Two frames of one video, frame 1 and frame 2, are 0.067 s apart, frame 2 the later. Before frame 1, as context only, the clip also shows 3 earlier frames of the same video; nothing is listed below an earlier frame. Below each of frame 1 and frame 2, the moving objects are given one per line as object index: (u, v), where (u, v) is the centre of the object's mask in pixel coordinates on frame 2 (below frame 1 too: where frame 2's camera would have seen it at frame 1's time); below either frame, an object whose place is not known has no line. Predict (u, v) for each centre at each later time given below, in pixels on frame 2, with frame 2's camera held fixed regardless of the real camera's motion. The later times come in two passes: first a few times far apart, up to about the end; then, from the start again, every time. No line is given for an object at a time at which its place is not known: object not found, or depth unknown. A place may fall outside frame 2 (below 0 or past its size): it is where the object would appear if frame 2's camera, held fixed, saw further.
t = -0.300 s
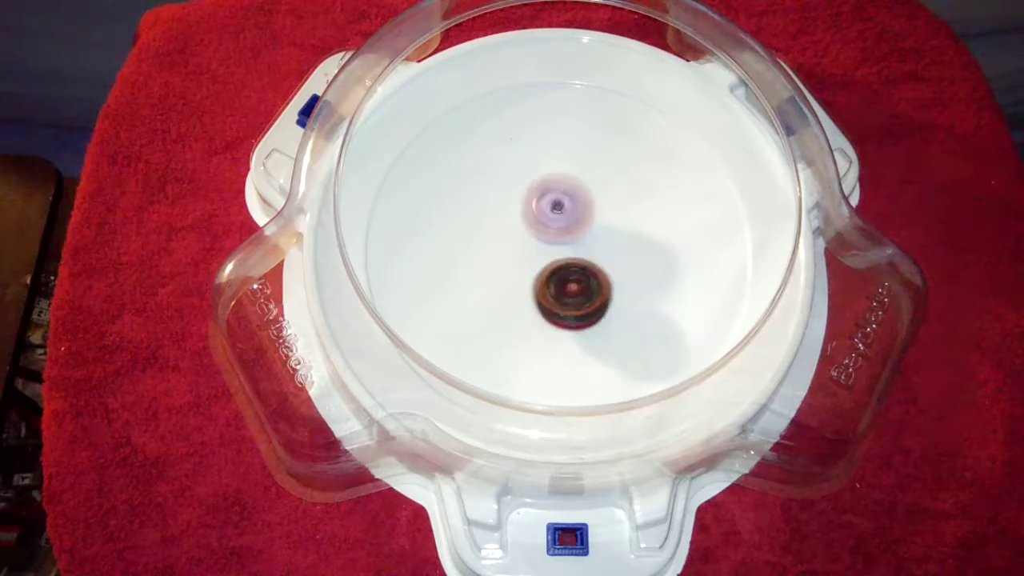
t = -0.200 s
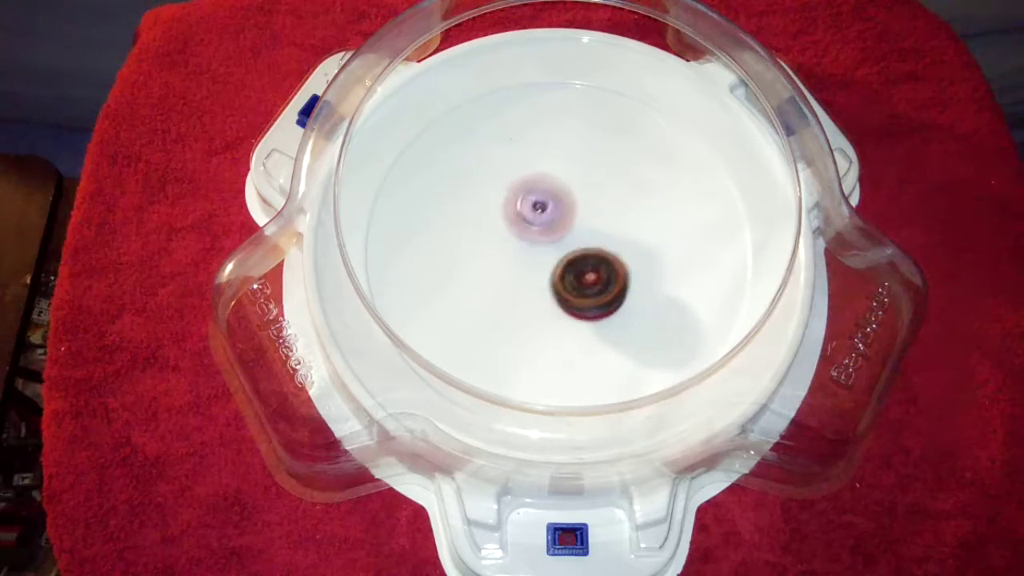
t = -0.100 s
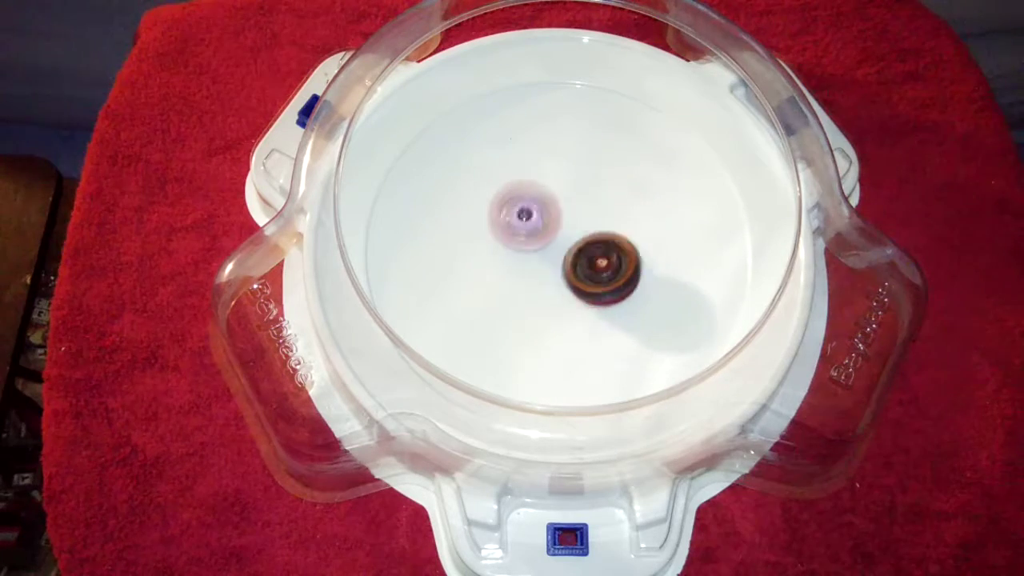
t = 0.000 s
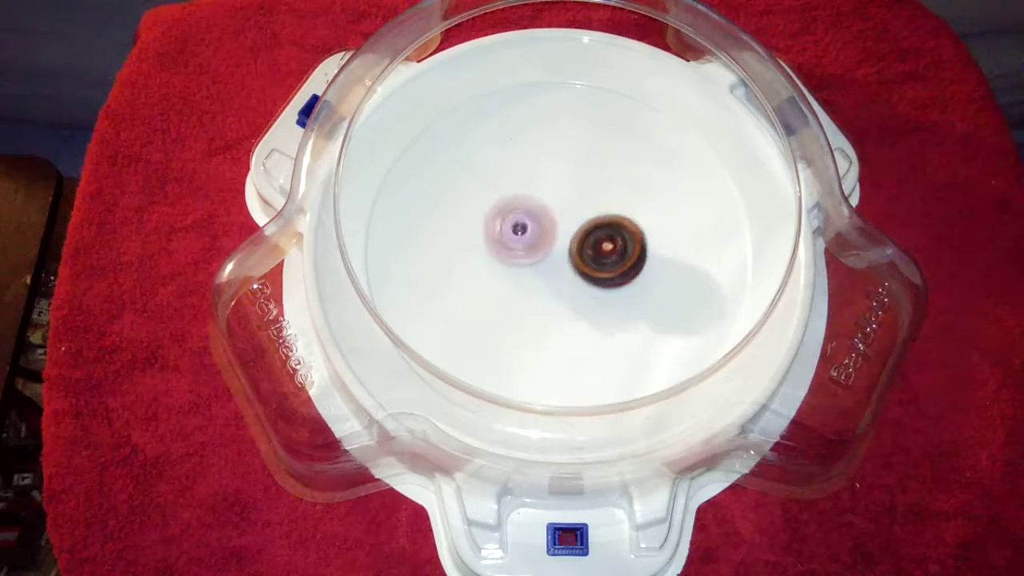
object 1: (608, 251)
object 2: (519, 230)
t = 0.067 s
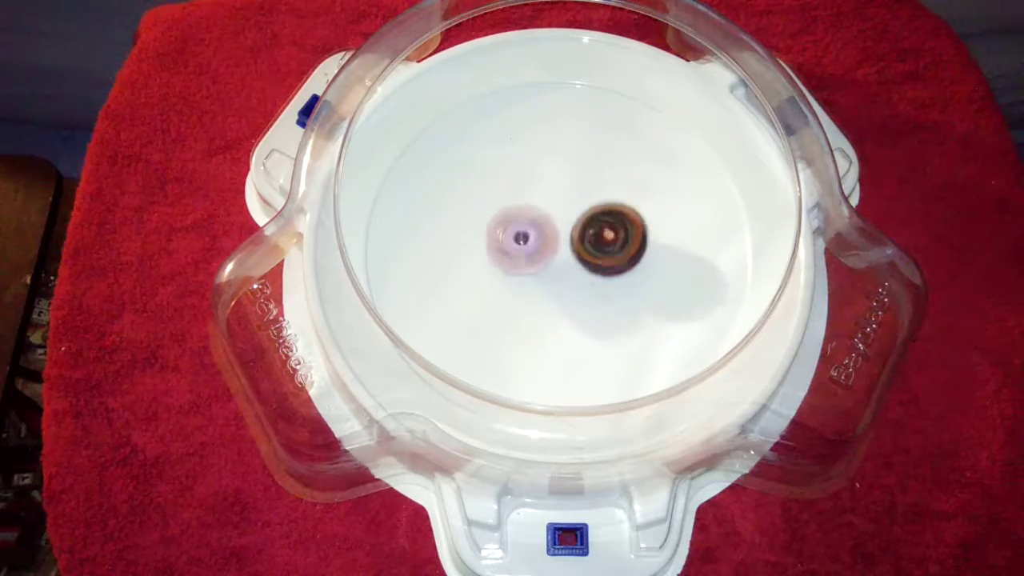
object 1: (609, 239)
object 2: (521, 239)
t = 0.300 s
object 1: (589, 200)
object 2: (549, 272)
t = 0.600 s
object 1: (539, 192)
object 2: (590, 267)
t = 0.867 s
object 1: (510, 225)
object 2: (598, 231)
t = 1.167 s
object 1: (534, 271)
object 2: (589, 219)
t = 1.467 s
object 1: (580, 285)
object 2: (568, 203)
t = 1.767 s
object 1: (608, 254)
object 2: (538, 219)
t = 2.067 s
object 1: (593, 220)
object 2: (504, 239)
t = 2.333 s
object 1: (558, 211)
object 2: (511, 272)
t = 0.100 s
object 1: (608, 232)
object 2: (525, 245)
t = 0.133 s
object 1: (605, 226)
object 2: (528, 248)
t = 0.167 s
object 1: (603, 221)
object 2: (533, 254)
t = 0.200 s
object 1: (600, 215)
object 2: (538, 257)
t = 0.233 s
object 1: (597, 209)
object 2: (542, 262)
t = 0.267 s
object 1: (593, 204)
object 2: (546, 266)
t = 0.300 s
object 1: (589, 200)
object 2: (549, 272)
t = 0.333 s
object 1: (584, 197)
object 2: (555, 275)
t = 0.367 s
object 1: (578, 194)
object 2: (559, 277)
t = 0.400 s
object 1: (572, 191)
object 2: (565, 279)
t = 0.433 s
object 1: (567, 189)
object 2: (569, 278)
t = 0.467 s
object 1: (562, 188)
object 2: (575, 279)
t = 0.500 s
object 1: (555, 189)
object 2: (580, 276)
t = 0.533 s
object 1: (549, 189)
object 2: (584, 274)
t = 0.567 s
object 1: (544, 190)
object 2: (588, 269)
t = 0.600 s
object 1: (539, 192)
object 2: (590, 267)
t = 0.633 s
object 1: (534, 195)
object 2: (593, 261)
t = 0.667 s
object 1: (529, 198)
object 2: (593, 257)
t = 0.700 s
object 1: (526, 202)
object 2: (593, 250)
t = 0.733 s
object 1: (523, 207)
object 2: (591, 246)
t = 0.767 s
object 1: (519, 212)
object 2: (591, 240)
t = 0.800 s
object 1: (514, 216)
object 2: (592, 238)
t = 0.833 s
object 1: (511, 220)
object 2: (597, 235)
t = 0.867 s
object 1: (510, 225)
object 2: (598, 231)
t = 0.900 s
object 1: (509, 230)
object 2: (602, 230)
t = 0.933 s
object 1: (510, 236)
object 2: (602, 226)
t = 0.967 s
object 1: (511, 241)
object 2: (603, 225)
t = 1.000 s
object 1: (513, 247)
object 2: (602, 222)
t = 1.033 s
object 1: (516, 253)
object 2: (602, 221)
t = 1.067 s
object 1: (520, 258)
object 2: (599, 219)
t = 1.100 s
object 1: (524, 263)
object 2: (597, 219)
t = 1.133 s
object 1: (529, 267)
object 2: (592, 219)
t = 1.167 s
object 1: (534, 271)
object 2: (589, 219)
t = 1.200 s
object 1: (538, 276)
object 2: (587, 217)
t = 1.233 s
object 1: (543, 279)
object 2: (586, 216)
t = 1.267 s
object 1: (547, 281)
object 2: (583, 214)
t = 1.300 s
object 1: (554, 283)
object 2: (581, 214)
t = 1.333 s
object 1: (559, 287)
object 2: (579, 210)
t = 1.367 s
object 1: (564, 288)
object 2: (577, 207)
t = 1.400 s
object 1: (569, 288)
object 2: (574, 204)
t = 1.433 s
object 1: (575, 287)
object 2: (572, 204)
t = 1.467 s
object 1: (580, 285)
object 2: (568, 203)
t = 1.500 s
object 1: (585, 283)
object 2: (564, 204)
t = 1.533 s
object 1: (590, 280)
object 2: (560, 206)
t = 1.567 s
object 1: (594, 277)
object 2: (558, 209)
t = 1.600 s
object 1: (598, 274)
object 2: (554, 210)
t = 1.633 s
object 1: (602, 270)
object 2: (552, 212)
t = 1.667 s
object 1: (604, 267)
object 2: (547, 213)
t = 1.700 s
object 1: (606, 262)
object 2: (545, 215)
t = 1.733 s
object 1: (607, 258)
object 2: (541, 217)
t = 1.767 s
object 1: (608, 254)
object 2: (538, 219)
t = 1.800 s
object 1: (611, 250)
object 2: (529, 219)
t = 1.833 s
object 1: (612, 246)
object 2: (522, 219)
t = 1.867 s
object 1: (612, 243)
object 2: (515, 221)
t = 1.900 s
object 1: (610, 239)
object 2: (510, 222)
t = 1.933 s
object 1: (608, 234)
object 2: (507, 225)
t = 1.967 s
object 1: (605, 230)
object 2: (504, 227)
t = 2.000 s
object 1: (602, 227)
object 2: (503, 232)
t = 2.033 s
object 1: (597, 223)
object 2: (503, 233)
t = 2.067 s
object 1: (593, 220)
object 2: (504, 239)
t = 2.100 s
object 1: (588, 218)
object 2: (505, 239)
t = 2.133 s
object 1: (582, 215)
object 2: (510, 243)
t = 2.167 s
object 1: (577, 213)
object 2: (509, 245)
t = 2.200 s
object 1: (575, 211)
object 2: (509, 249)
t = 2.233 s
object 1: (572, 210)
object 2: (506, 257)
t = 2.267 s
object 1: (568, 210)
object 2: (508, 261)
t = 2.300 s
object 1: (563, 211)
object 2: (508, 269)
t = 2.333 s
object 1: (558, 211)
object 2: (511, 272)
